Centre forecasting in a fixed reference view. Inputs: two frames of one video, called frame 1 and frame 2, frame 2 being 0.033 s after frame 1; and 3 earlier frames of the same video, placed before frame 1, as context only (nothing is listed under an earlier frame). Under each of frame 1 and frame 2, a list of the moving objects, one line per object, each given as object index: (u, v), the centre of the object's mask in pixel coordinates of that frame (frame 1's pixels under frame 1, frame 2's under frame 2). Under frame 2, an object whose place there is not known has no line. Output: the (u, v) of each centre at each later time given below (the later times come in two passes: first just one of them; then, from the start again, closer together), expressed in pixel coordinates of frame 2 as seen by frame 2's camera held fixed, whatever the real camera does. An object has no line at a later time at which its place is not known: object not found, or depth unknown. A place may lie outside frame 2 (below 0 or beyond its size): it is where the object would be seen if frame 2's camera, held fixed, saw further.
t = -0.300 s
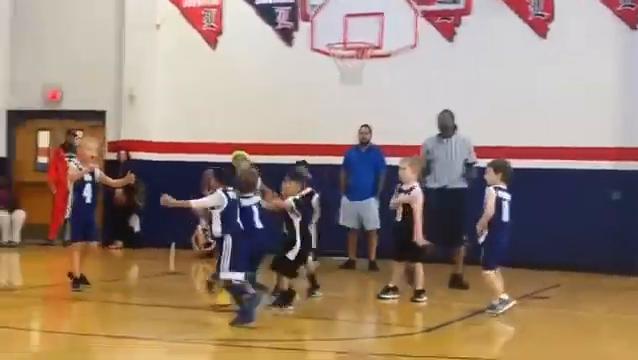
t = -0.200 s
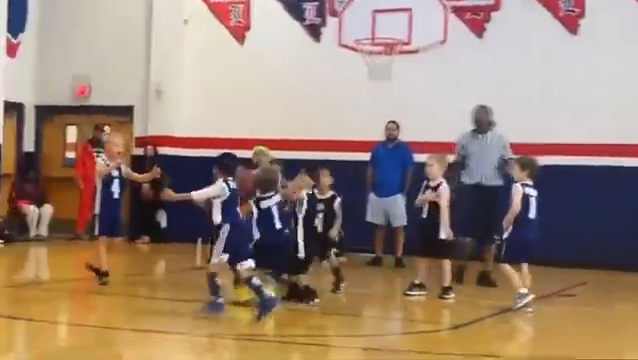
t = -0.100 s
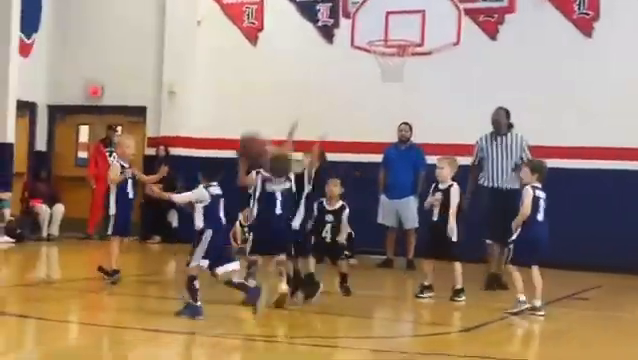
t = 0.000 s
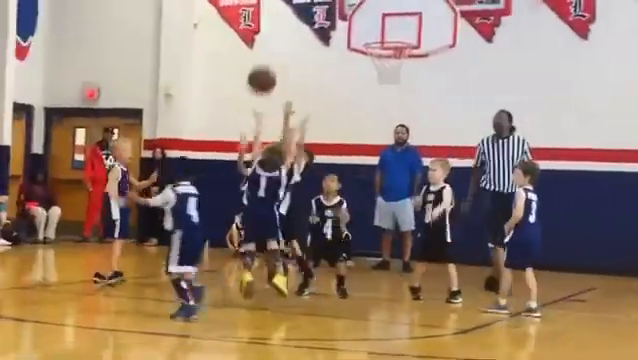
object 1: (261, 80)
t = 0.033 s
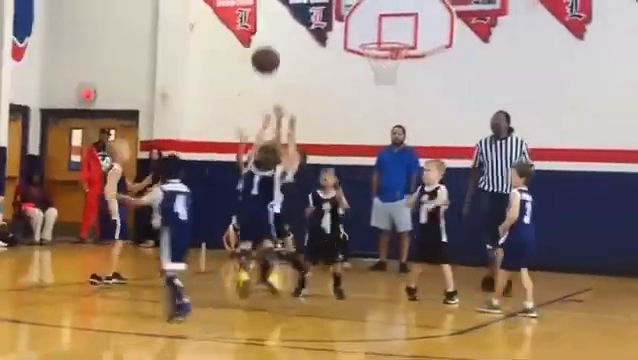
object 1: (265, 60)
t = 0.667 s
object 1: (367, -20)
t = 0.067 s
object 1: (272, 41)
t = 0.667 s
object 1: (367, -20)
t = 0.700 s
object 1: (370, -12)
